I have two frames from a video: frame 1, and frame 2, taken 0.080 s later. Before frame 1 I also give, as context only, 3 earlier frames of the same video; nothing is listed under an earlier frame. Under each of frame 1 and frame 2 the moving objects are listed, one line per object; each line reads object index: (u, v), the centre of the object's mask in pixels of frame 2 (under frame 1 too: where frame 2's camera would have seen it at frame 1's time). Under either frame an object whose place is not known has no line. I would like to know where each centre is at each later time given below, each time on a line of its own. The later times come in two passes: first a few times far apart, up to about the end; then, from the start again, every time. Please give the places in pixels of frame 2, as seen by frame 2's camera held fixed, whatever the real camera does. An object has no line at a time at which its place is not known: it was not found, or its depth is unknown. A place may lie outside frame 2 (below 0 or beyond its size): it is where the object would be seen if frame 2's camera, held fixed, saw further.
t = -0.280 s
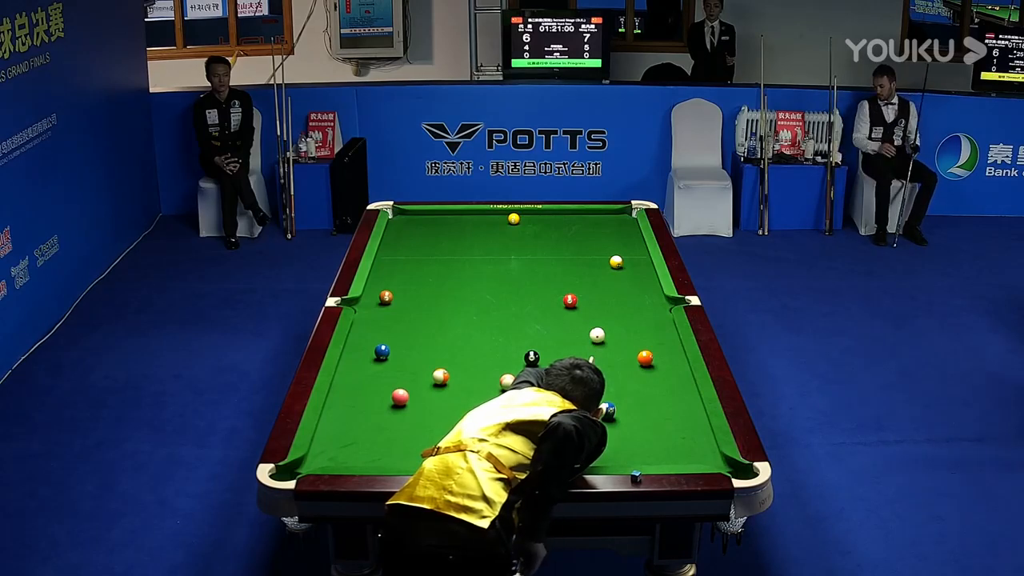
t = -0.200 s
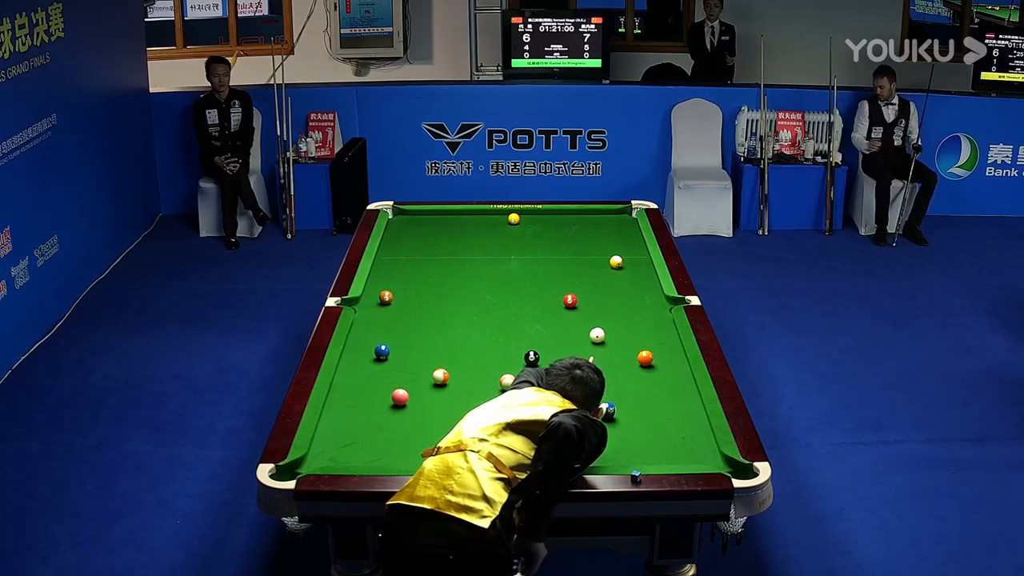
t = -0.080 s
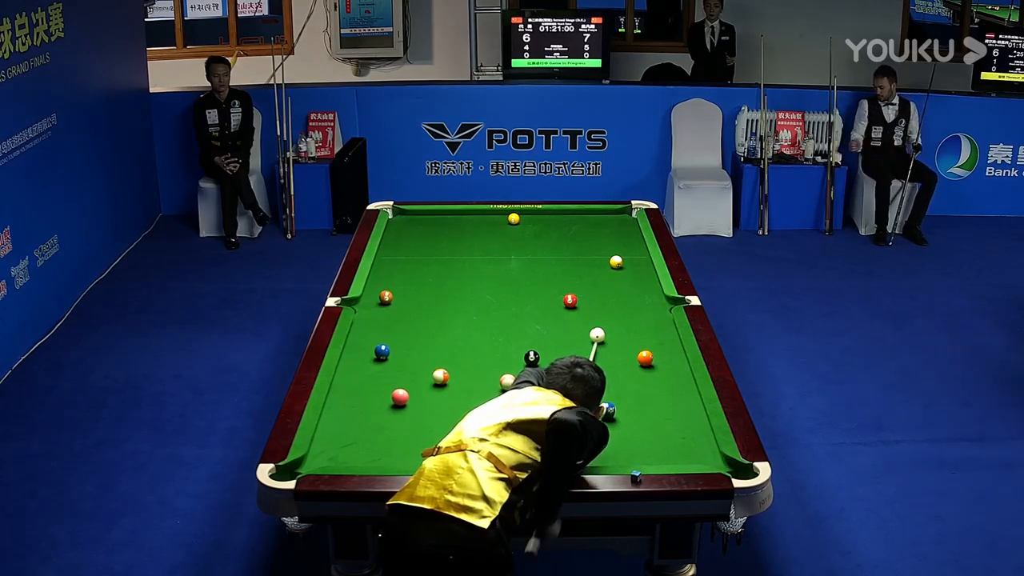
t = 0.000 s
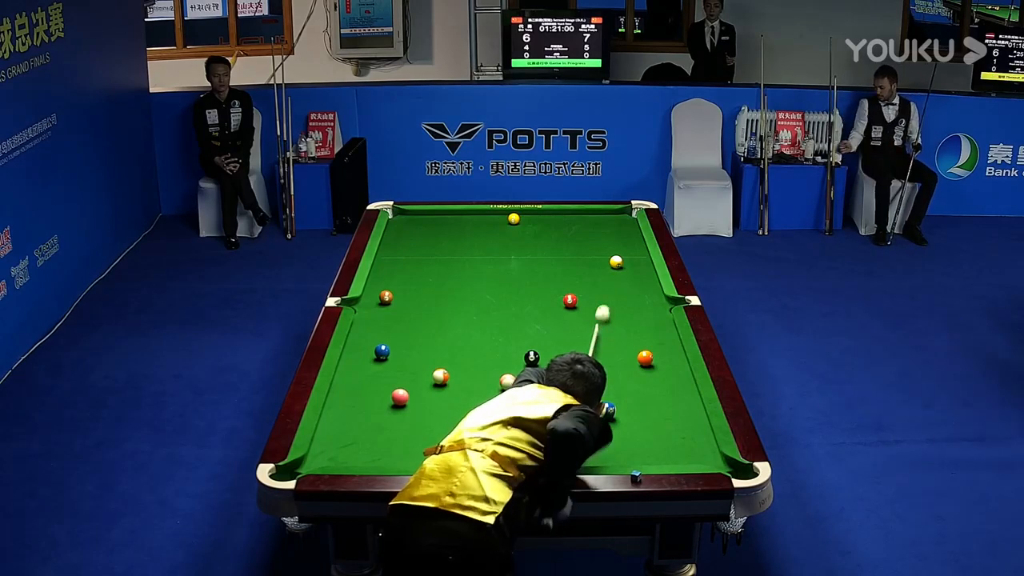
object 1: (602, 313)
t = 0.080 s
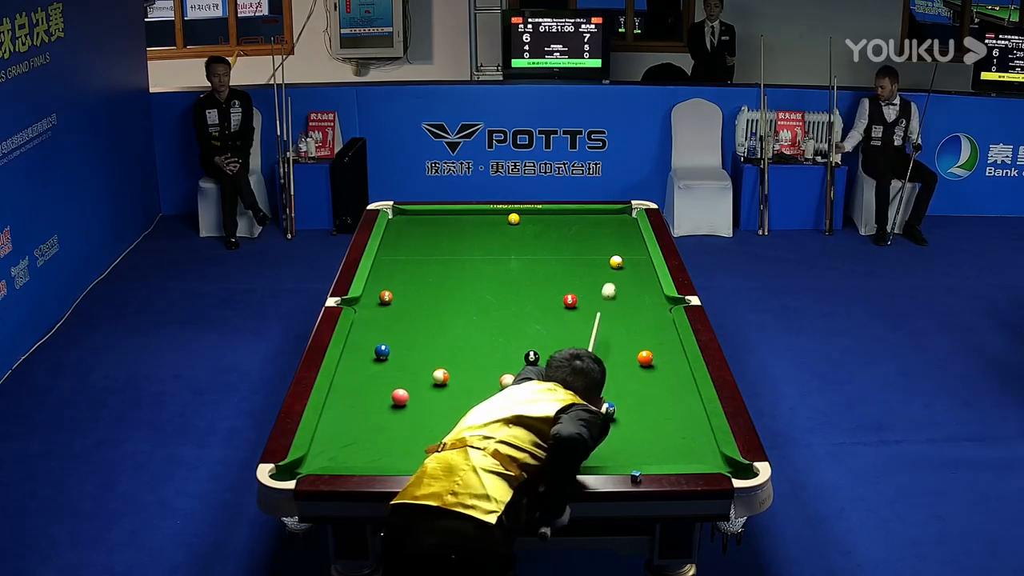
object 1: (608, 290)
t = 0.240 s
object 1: (615, 266)
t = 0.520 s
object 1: (615, 271)
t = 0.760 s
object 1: (614, 279)
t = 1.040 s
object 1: (614, 287)
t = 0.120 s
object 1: (611, 280)
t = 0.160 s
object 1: (614, 271)
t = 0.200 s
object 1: (615, 266)
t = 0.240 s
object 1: (615, 266)
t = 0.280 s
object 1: (615, 266)
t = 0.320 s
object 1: (616, 267)
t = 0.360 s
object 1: (615, 267)
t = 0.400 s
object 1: (615, 268)
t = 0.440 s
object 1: (615, 269)
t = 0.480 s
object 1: (615, 270)
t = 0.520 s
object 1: (615, 271)
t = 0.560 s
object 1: (615, 273)
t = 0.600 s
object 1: (615, 274)
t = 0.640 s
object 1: (614, 275)
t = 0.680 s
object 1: (614, 276)
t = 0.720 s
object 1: (614, 277)
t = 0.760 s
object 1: (614, 279)
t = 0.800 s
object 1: (614, 280)
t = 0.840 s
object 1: (614, 281)
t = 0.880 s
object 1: (614, 282)
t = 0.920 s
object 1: (614, 283)
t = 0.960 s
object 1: (614, 284)
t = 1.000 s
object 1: (613, 285)
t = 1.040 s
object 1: (614, 287)
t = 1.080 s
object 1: (614, 288)
